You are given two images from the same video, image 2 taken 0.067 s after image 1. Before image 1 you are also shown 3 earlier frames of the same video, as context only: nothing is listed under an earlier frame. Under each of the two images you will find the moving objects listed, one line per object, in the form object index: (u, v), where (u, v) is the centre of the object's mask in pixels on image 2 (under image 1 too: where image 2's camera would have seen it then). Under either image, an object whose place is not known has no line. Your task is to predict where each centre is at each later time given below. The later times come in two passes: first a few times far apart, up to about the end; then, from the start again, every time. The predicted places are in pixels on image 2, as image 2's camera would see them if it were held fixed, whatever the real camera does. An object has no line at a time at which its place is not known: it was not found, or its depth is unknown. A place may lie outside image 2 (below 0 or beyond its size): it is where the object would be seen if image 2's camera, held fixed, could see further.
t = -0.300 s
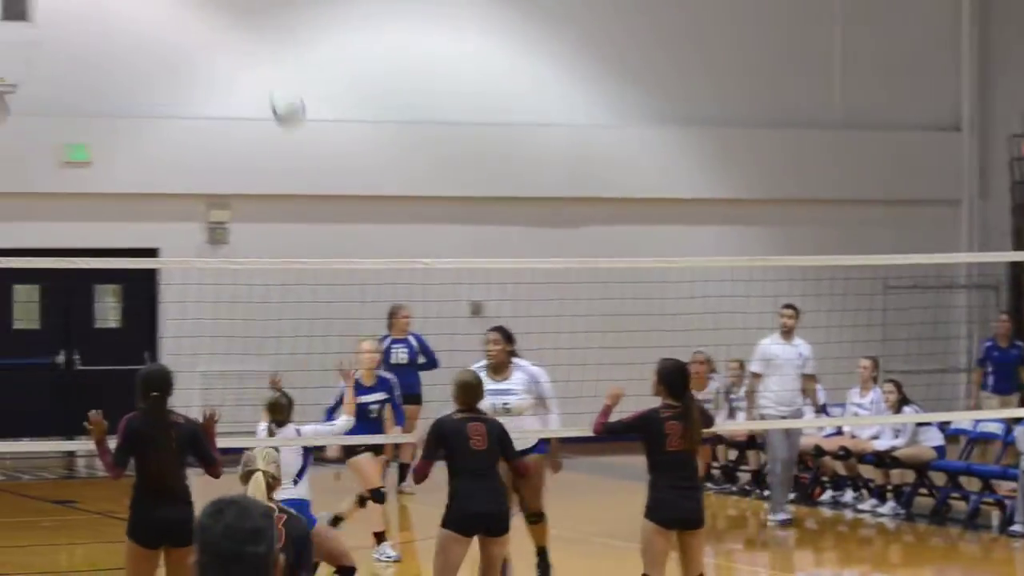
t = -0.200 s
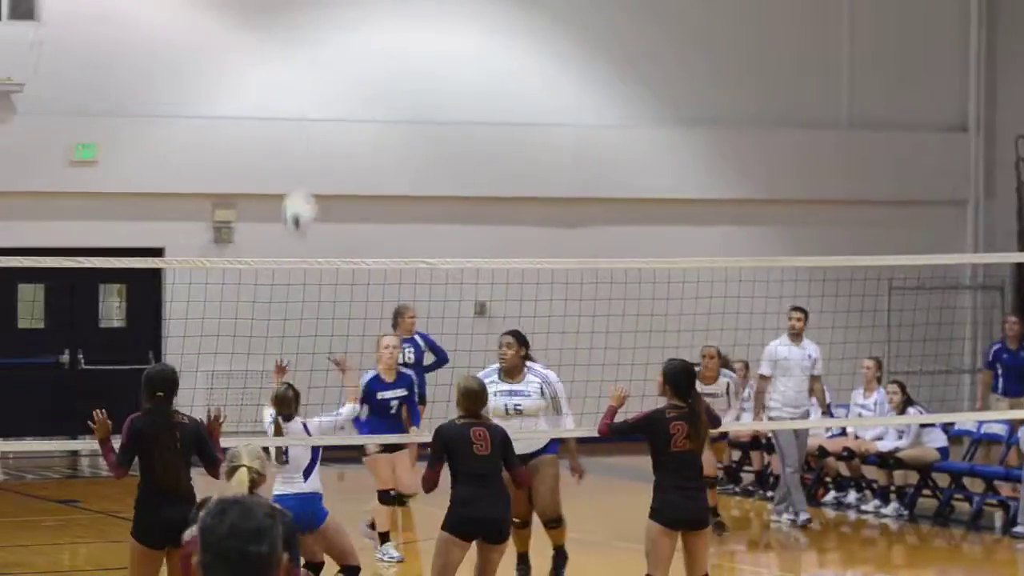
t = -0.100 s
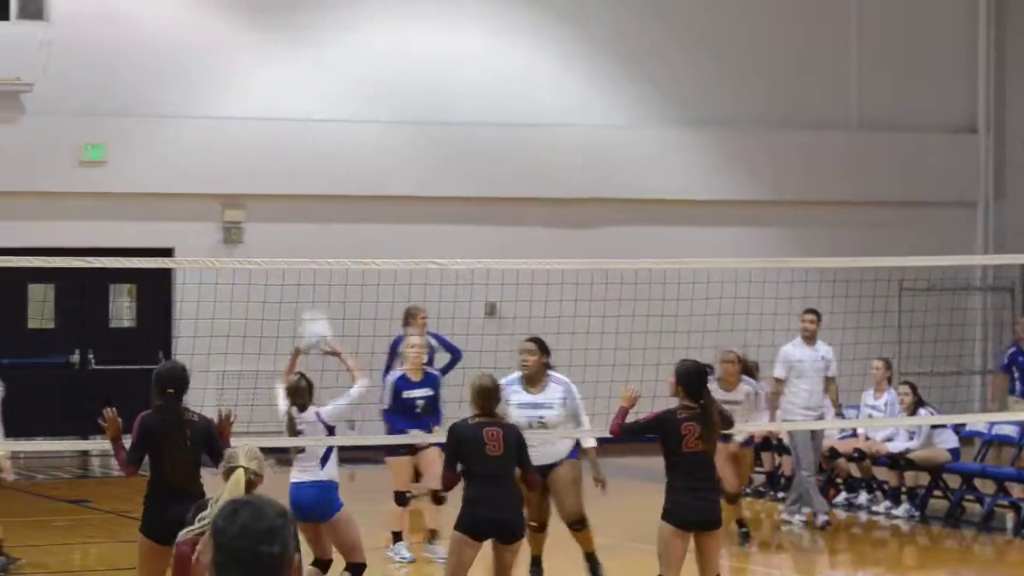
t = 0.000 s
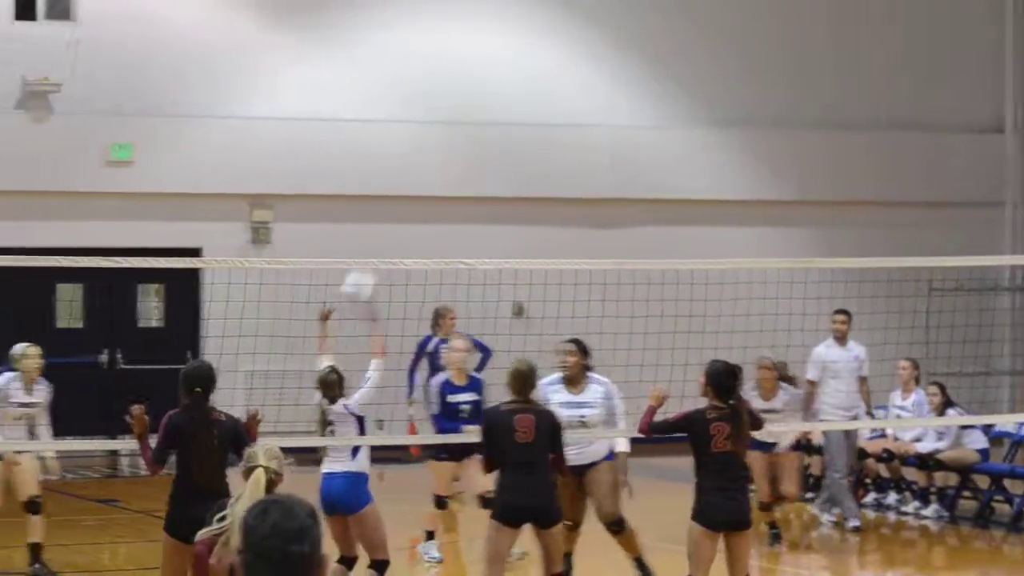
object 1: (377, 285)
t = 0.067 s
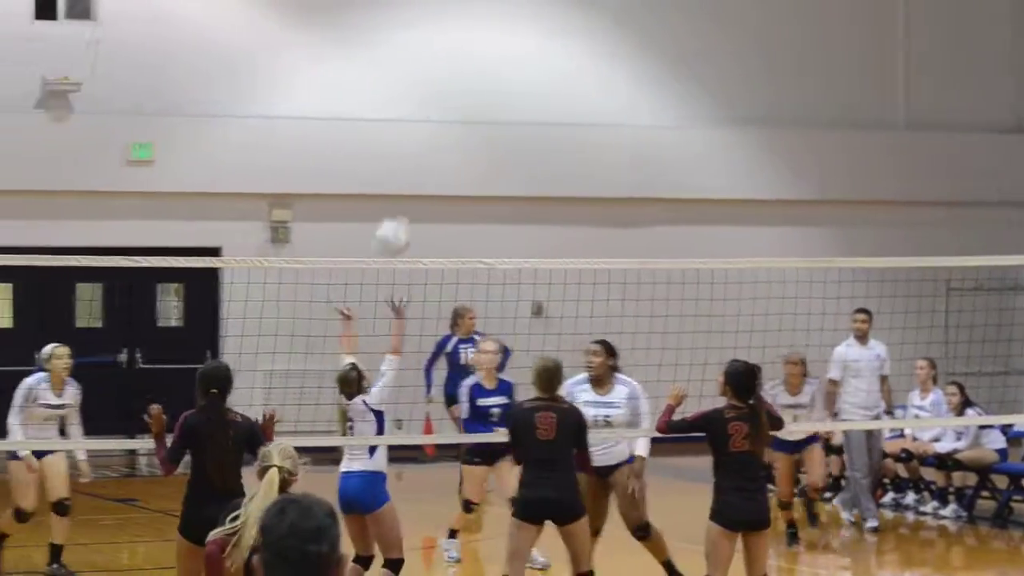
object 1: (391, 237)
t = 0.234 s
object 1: (431, 140)
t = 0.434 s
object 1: (477, 85)
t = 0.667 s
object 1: (520, 104)
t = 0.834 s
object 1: (555, 169)
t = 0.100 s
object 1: (399, 213)
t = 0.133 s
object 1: (407, 190)
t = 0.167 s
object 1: (411, 171)
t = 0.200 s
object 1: (422, 156)
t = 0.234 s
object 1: (431, 140)
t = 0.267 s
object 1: (439, 126)
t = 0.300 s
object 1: (446, 113)
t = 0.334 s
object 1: (454, 102)
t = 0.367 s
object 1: (462, 96)
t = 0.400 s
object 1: (469, 90)
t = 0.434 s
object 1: (477, 85)
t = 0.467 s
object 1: (484, 82)
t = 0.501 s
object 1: (490, 82)
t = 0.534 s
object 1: (496, 83)
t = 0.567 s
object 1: (502, 86)
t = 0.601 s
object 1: (507, 91)
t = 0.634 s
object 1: (514, 97)
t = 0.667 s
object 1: (520, 104)
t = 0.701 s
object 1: (529, 111)
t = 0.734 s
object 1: (536, 122)
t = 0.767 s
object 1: (543, 136)
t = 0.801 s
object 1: (549, 151)
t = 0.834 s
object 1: (555, 169)
